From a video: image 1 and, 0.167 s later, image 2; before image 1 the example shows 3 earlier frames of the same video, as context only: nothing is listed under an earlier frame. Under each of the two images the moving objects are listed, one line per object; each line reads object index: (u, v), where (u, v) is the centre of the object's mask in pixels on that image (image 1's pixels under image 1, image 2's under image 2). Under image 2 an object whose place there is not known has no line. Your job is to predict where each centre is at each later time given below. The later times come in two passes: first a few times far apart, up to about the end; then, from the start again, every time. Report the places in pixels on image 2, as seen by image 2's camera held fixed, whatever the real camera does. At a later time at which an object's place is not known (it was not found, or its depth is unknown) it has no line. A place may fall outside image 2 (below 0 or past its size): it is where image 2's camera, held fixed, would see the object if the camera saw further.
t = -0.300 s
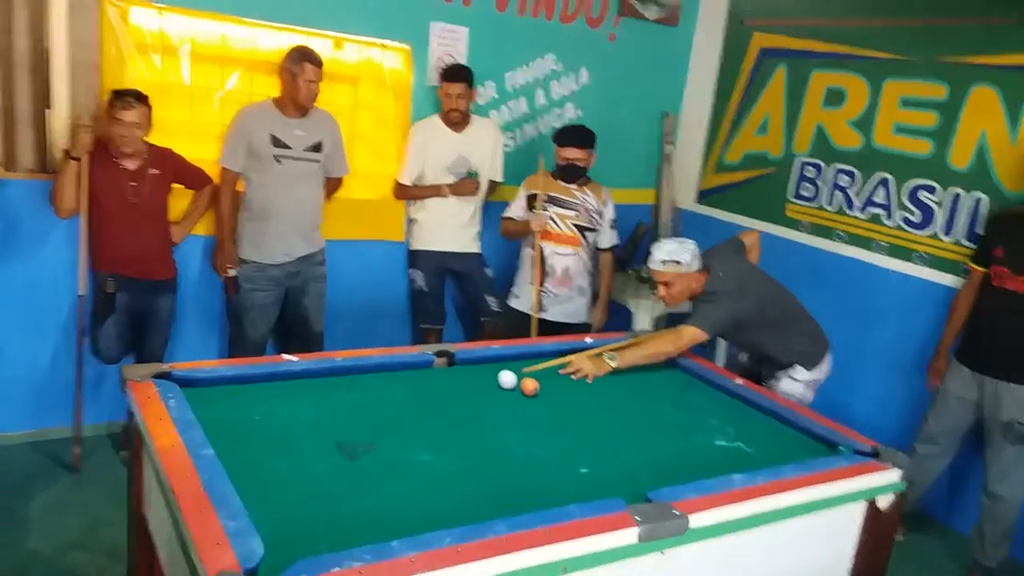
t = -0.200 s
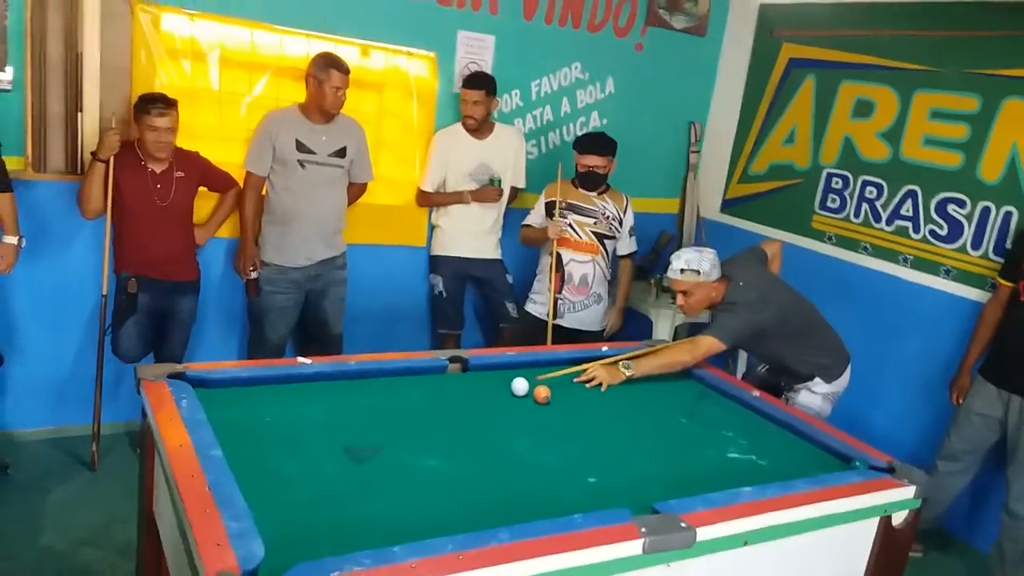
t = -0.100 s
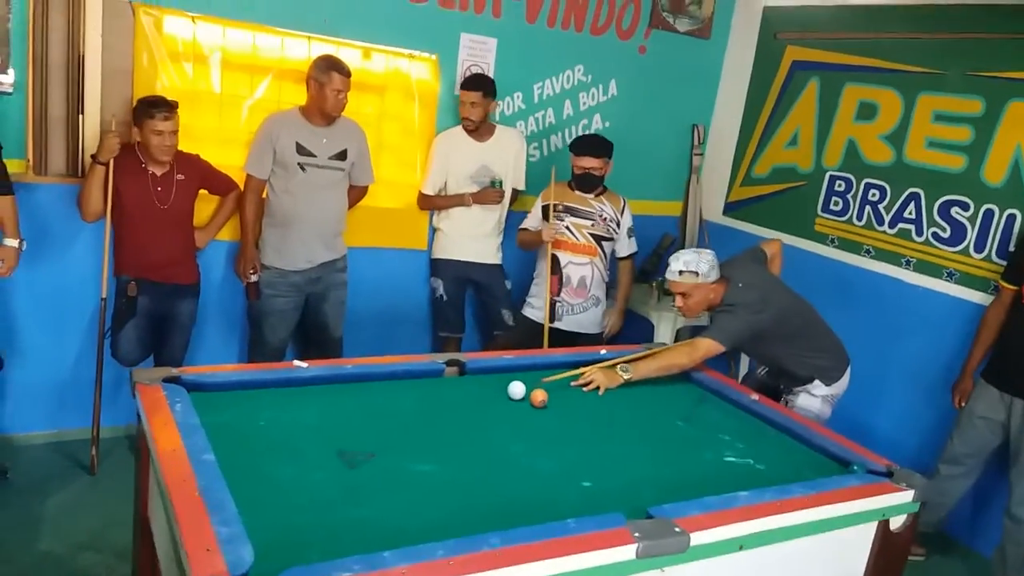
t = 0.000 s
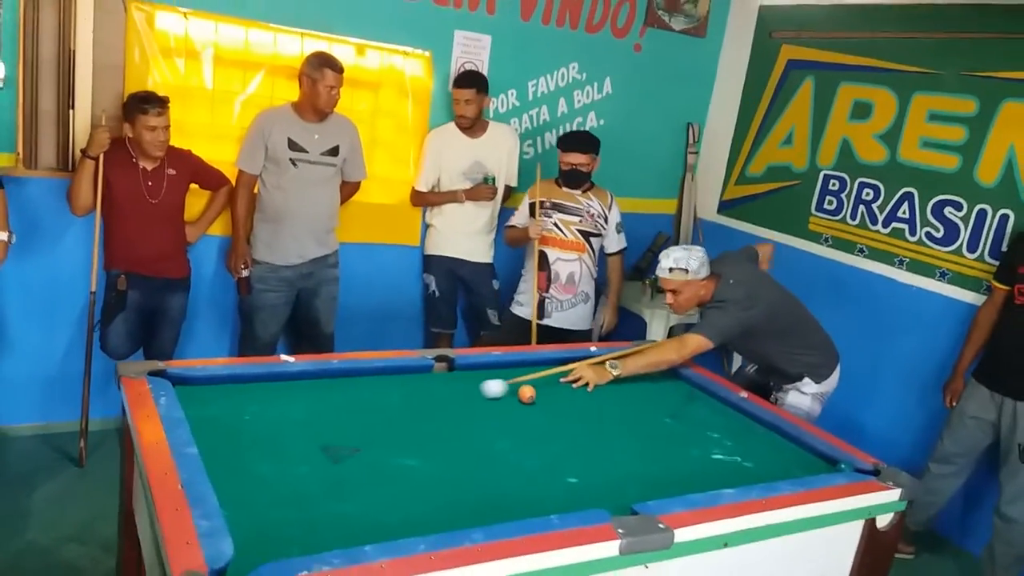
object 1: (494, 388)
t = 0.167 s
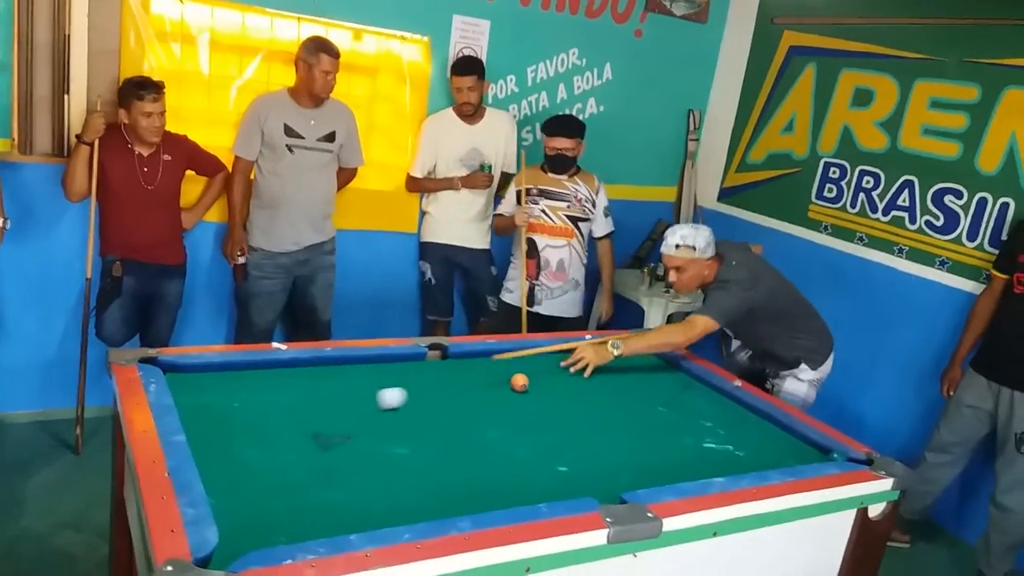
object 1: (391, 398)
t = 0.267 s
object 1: (325, 412)
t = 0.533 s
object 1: (273, 440)
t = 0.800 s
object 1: (421, 443)
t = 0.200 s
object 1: (370, 403)
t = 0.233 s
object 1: (349, 408)
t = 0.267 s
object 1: (325, 412)
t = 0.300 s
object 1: (301, 418)
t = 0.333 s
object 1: (276, 424)
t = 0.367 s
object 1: (251, 429)
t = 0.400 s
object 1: (223, 435)
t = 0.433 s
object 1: (204, 439)
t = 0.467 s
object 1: (225, 437)
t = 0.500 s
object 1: (249, 438)
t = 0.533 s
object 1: (273, 440)
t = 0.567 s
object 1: (294, 440)
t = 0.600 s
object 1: (314, 441)
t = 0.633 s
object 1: (332, 441)
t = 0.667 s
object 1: (350, 441)
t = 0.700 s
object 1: (369, 442)
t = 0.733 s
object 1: (387, 442)
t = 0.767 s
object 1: (404, 442)
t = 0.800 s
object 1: (421, 443)
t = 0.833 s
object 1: (438, 443)
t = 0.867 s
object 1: (455, 443)
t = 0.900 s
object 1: (471, 444)
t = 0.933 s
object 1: (487, 444)
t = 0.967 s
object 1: (503, 444)
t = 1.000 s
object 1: (518, 444)
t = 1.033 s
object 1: (534, 445)
